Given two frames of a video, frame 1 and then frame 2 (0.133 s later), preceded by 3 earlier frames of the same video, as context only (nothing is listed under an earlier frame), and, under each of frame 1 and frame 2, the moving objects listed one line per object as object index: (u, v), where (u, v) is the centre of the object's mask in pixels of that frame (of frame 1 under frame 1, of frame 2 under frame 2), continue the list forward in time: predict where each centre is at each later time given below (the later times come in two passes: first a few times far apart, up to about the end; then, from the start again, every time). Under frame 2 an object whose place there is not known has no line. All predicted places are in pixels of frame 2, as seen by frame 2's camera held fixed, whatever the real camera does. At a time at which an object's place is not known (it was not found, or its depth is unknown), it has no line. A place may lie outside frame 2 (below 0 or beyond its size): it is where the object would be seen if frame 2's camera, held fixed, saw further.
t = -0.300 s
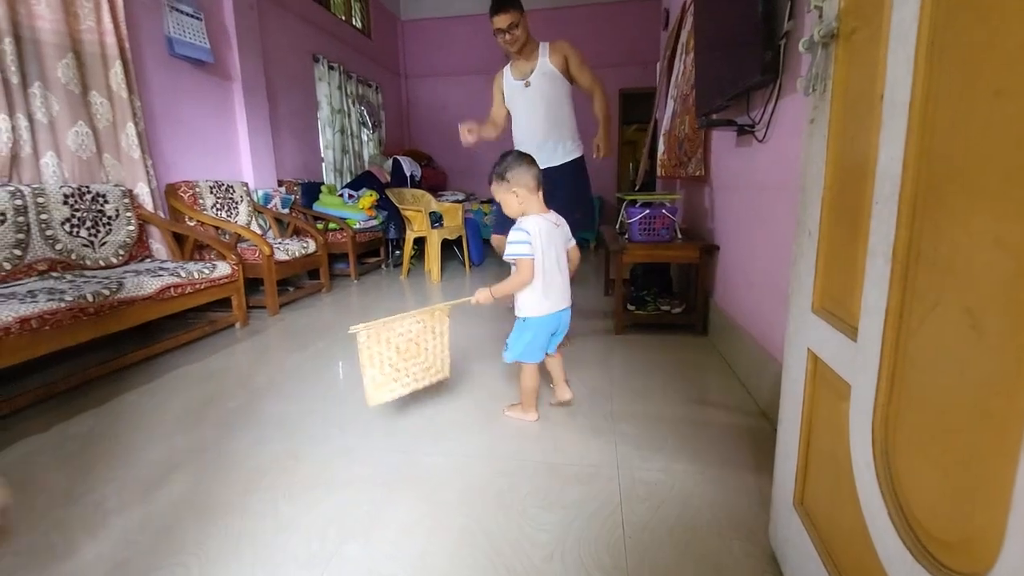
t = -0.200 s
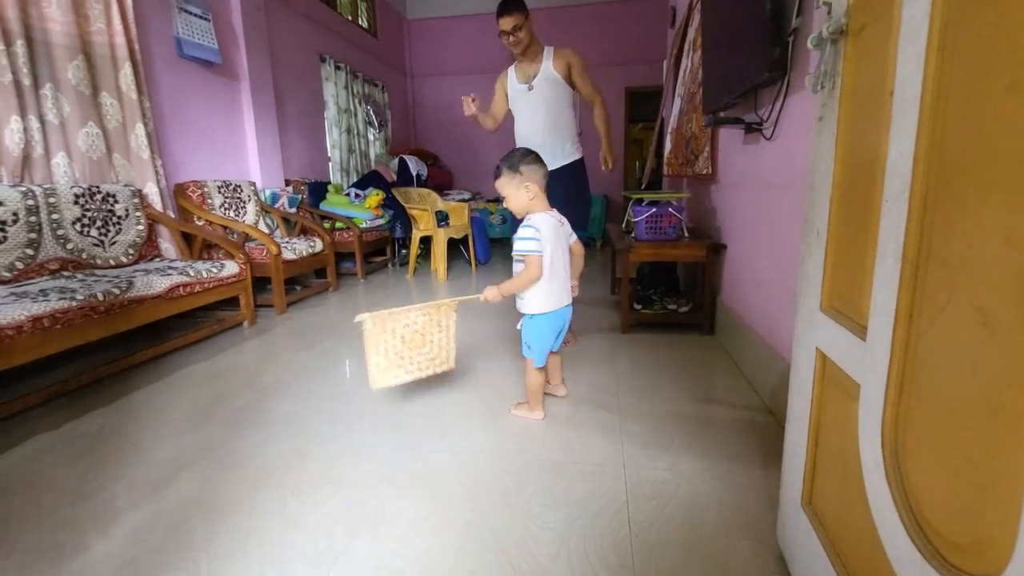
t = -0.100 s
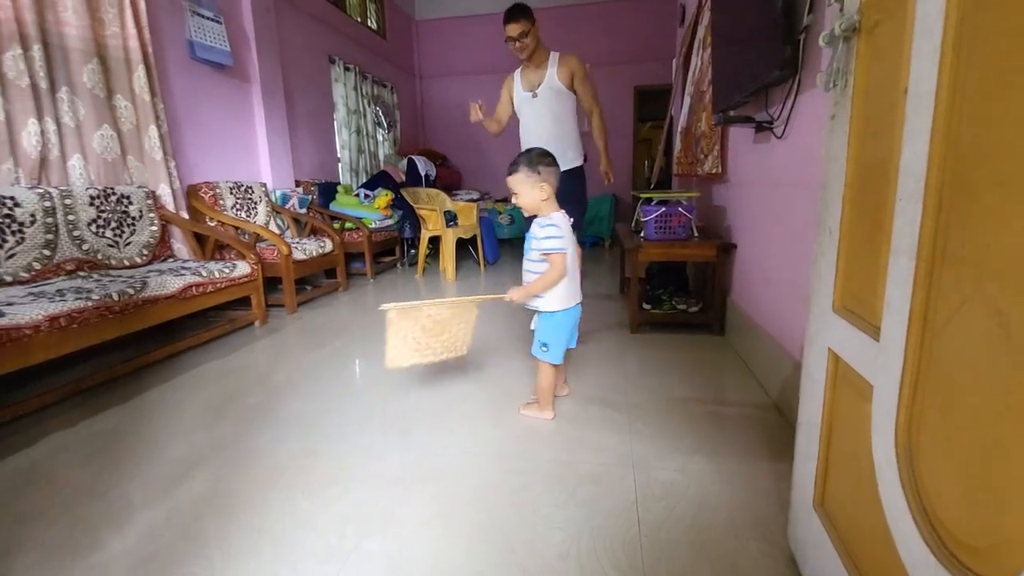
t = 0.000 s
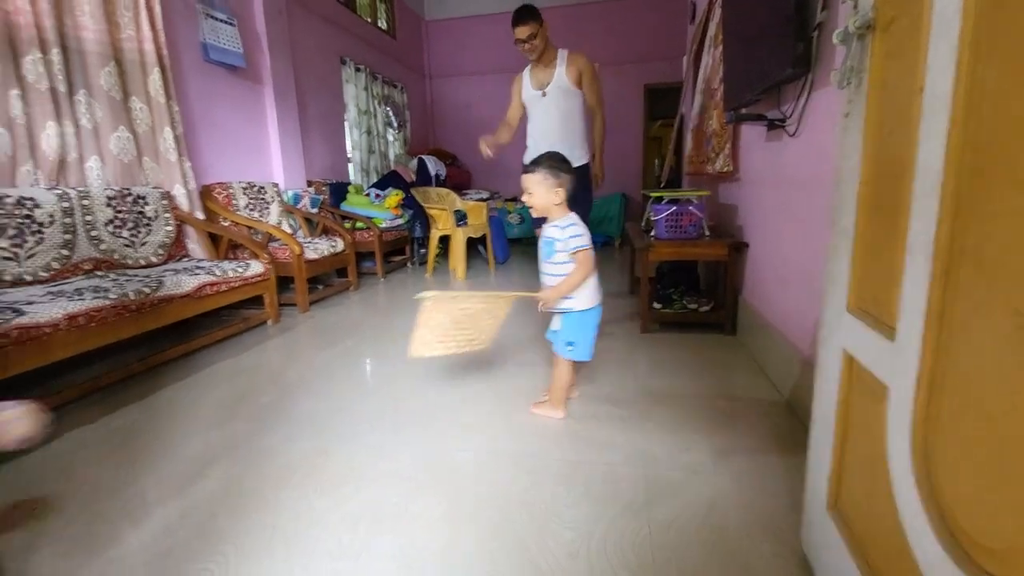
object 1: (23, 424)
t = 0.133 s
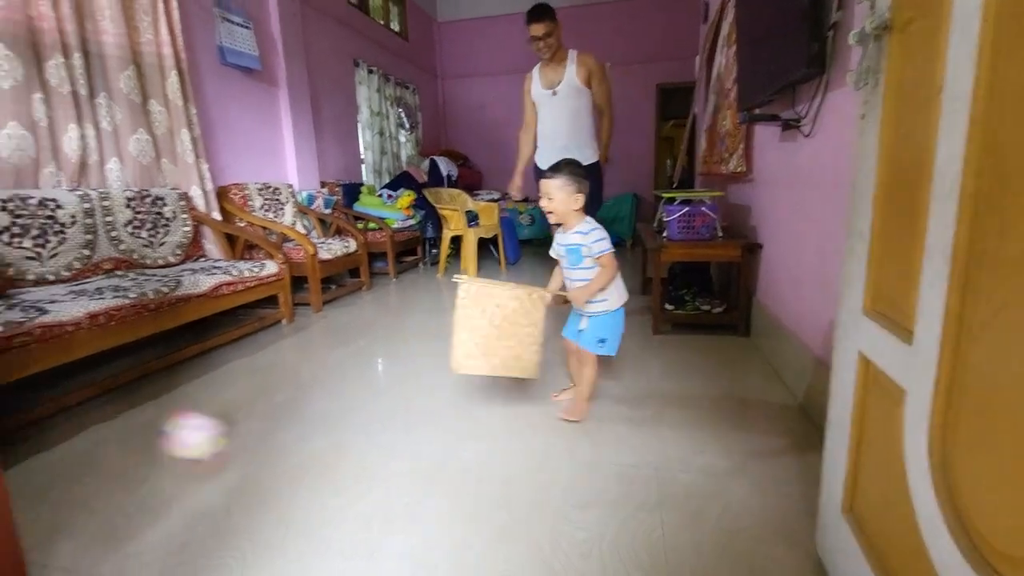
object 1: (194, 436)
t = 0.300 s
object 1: (281, 390)
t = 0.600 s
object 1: (403, 372)
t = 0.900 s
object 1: (497, 362)
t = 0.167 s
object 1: (220, 432)
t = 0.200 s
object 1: (236, 416)
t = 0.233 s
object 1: (251, 404)
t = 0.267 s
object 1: (266, 396)
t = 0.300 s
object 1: (281, 390)
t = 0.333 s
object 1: (297, 388)
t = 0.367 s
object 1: (312, 389)
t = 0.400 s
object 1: (327, 393)
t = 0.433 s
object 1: (341, 400)
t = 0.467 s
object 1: (356, 405)
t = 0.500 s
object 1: (368, 393)
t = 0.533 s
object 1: (380, 382)
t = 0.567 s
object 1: (391, 376)
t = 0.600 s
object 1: (403, 372)
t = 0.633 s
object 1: (415, 372)
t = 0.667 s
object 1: (426, 375)
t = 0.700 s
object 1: (437, 380)
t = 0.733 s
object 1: (448, 386)
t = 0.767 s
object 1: (458, 376)
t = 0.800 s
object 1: (468, 368)
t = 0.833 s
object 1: (478, 364)
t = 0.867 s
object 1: (488, 361)
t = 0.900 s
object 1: (497, 362)
